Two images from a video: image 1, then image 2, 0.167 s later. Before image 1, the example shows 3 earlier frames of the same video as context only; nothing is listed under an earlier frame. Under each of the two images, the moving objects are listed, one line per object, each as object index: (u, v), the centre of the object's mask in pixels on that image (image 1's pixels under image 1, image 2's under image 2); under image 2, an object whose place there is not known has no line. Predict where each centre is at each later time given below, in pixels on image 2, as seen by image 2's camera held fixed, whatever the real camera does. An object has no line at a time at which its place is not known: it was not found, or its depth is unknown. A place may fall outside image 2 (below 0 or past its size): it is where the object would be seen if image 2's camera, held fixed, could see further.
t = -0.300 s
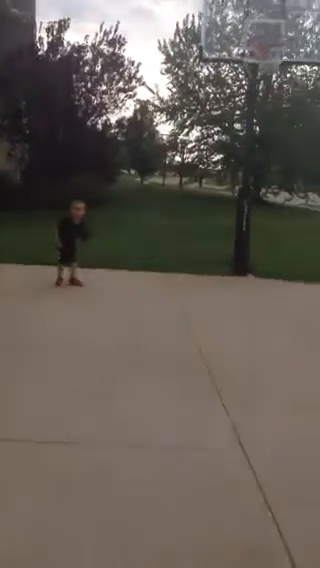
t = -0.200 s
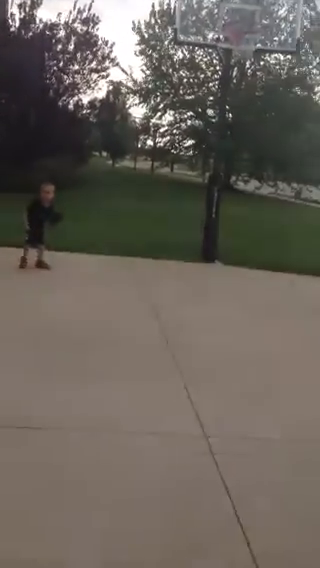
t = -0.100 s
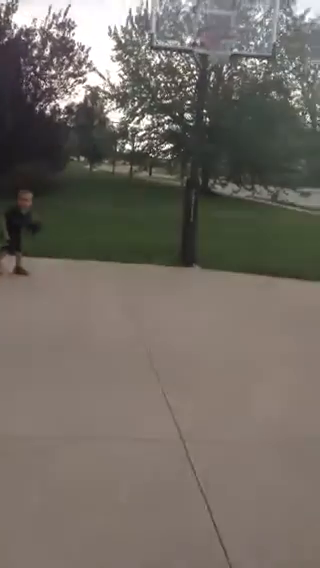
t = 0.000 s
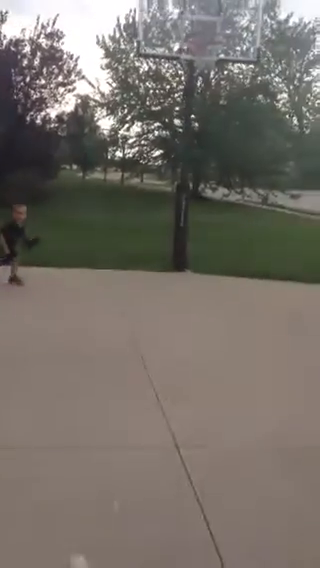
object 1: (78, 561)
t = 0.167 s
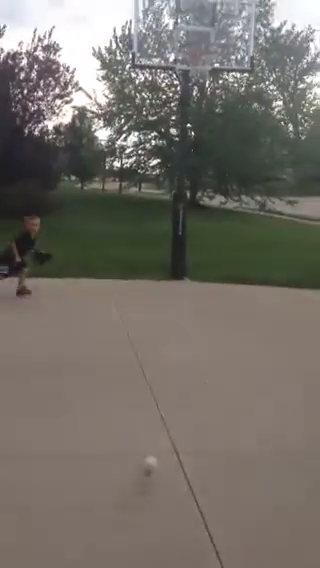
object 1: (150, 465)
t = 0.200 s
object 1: (155, 464)
